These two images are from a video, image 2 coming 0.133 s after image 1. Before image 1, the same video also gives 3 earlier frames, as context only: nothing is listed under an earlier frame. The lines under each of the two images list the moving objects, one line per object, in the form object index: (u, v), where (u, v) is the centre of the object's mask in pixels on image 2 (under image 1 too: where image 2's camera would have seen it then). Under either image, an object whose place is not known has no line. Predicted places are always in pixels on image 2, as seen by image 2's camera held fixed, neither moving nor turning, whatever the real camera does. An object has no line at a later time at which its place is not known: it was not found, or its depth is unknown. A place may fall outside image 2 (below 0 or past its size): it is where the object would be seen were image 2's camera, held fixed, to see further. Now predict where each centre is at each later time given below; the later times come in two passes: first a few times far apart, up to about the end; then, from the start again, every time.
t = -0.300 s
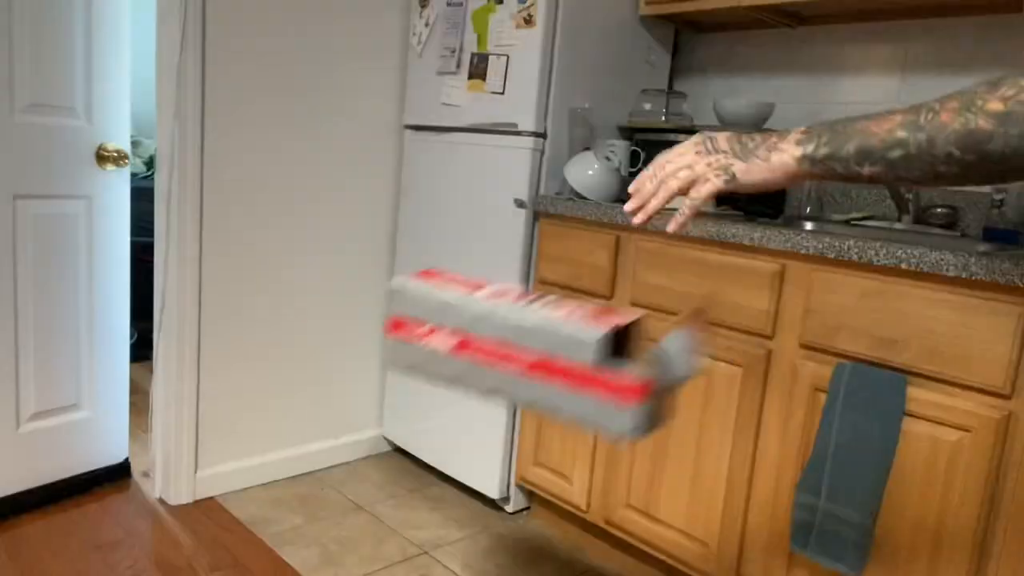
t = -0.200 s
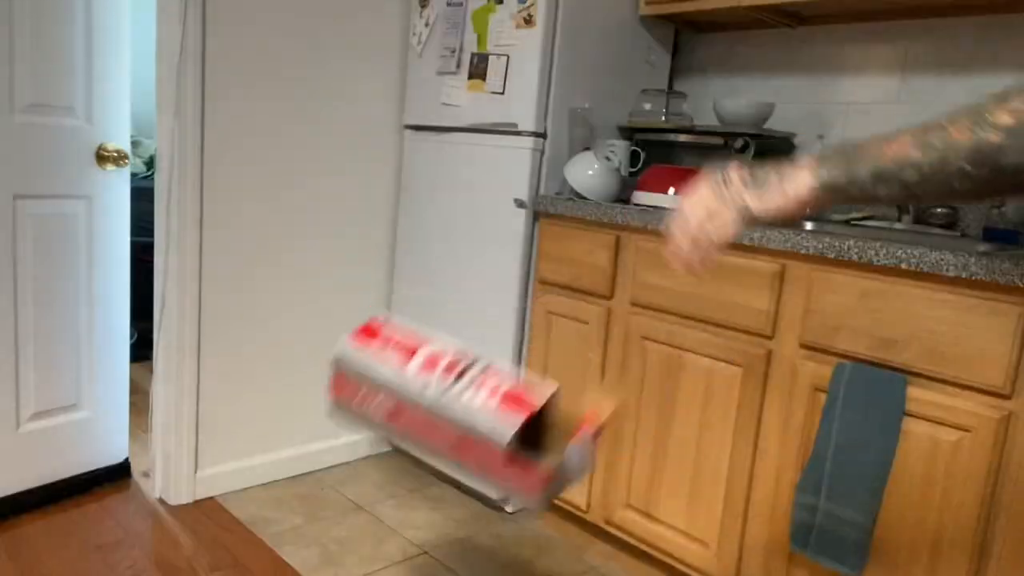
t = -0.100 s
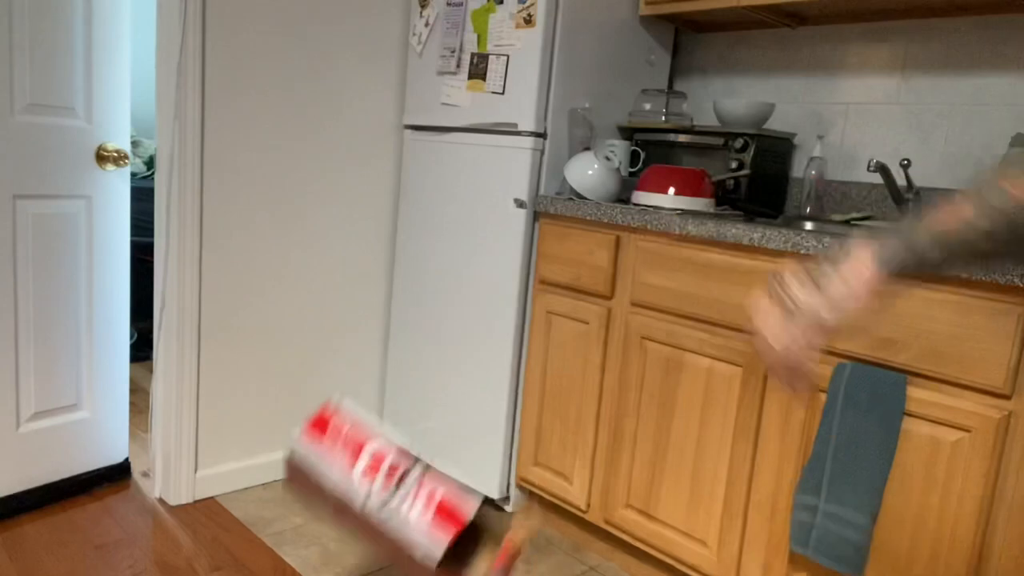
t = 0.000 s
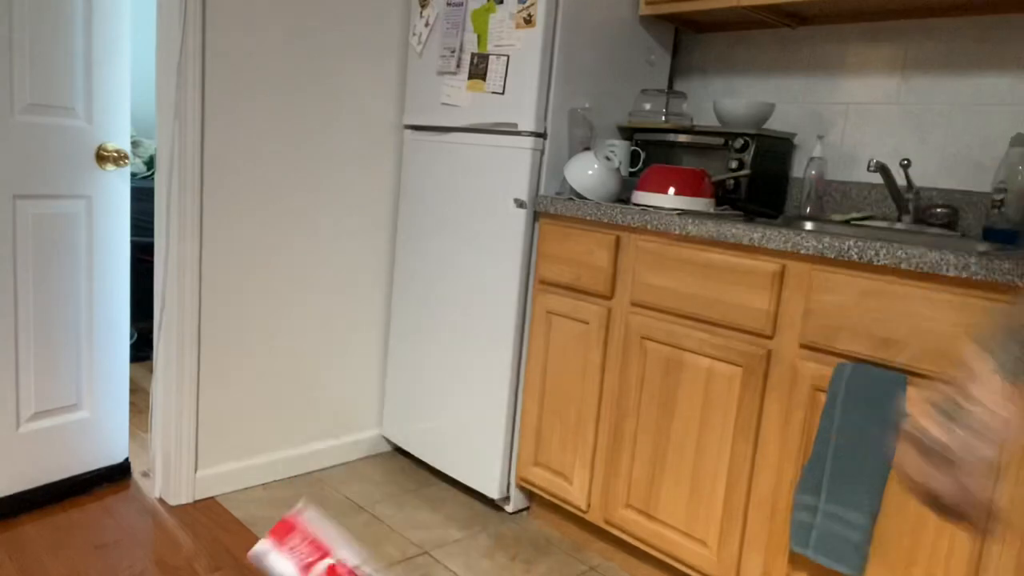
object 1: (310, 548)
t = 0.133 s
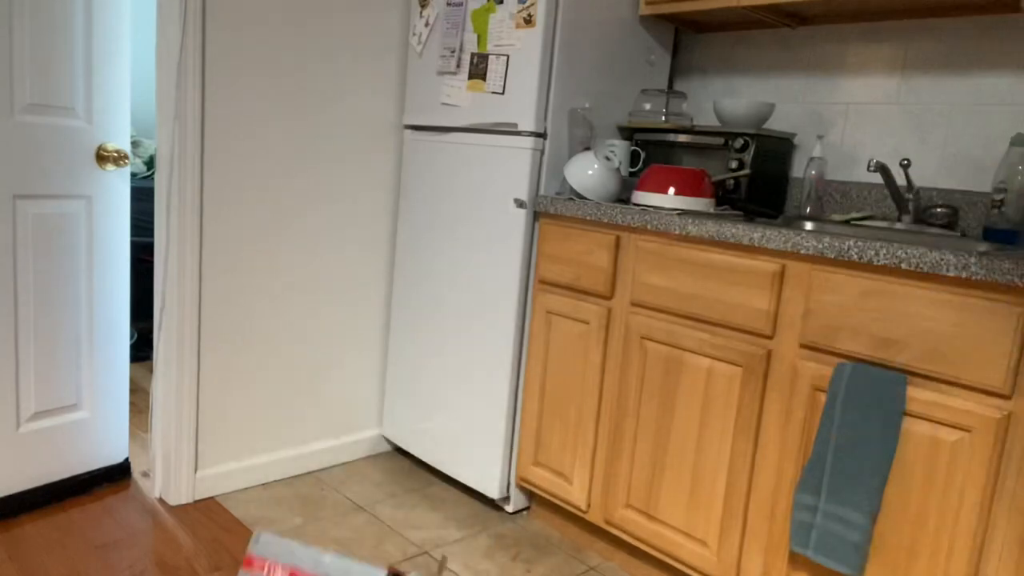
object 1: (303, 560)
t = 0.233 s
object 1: (331, 551)
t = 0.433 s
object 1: (350, 544)
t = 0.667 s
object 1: (355, 541)
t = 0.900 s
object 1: (353, 540)
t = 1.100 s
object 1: (354, 541)
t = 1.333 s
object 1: (353, 541)
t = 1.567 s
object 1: (353, 541)
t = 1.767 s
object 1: (353, 541)
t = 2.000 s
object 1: (354, 541)
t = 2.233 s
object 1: (353, 541)
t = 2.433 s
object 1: (353, 541)
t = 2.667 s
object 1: (353, 541)
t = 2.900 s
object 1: (353, 541)
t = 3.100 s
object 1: (353, 541)
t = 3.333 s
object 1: (353, 541)
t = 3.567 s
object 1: (353, 541)
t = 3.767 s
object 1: (353, 541)
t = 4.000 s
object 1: (353, 541)
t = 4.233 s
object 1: (353, 541)
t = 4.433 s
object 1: (353, 541)
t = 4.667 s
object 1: (353, 541)
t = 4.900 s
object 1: (353, 541)
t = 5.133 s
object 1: (353, 541)
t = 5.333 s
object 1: (354, 541)
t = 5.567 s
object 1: (353, 541)
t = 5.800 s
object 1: (354, 541)
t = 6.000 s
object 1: (354, 541)
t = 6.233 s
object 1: (354, 541)
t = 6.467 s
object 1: (354, 541)
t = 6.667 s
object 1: (353, 540)
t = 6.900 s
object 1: (354, 541)
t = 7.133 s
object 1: (354, 541)
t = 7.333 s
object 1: (354, 541)
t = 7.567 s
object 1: (354, 540)
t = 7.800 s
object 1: (354, 540)
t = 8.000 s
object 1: (354, 540)
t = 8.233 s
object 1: (354, 540)
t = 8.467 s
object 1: (354, 540)
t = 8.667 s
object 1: (354, 541)
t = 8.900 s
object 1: (354, 541)
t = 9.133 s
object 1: (354, 541)
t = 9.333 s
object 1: (354, 541)
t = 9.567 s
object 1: (354, 541)
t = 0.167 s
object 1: (311, 556)
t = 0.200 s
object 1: (314, 552)
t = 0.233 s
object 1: (331, 551)
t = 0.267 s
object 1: (331, 550)
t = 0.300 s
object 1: (335, 550)
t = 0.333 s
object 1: (340, 549)
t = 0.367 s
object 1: (344, 546)
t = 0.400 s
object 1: (348, 545)
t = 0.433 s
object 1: (350, 544)
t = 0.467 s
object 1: (352, 543)
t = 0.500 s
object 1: (351, 542)
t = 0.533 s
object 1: (352, 541)
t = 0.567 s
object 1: (353, 540)
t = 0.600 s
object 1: (353, 541)
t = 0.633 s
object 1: (354, 541)
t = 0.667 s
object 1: (355, 541)
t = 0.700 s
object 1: (356, 541)
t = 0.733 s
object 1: (355, 541)
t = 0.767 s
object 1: (355, 541)
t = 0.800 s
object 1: (355, 541)
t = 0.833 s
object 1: (354, 541)
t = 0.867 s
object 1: (353, 540)
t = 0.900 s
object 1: (353, 540)
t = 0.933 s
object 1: (353, 541)
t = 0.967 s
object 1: (354, 541)
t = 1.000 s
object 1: (353, 541)
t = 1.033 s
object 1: (354, 541)
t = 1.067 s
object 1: (354, 541)
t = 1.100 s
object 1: (354, 541)
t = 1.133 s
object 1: (354, 541)
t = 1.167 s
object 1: (353, 541)
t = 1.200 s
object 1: (353, 541)
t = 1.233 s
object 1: (353, 540)
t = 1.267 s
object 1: (353, 541)
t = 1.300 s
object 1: (353, 541)
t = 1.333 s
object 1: (353, 541)
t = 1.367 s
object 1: (354, 541)
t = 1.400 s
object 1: (354, 541)
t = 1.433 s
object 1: (354, 541)
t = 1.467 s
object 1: (353, 541)
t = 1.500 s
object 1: (354, 541)
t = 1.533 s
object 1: (353, 541)
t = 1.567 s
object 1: (353, 541)
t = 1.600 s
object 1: (353, 541)
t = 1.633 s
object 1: (354, 541)
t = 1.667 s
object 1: (354, 540)
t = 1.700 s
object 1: (354, 540)
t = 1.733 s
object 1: (353, 541)
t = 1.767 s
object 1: (353, 541)
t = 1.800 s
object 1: (353, 541)
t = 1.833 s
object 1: (354, 541)
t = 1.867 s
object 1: (354, 541)
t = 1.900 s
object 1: (353, 541)
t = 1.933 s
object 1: (353, 541)
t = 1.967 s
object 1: (354, 541)
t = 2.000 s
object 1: (354, 541)
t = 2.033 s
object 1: (353, 541)
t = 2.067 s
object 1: (353, 541)
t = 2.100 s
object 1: (353, 541)
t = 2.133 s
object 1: (354, 541)
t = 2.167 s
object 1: (353, 541)
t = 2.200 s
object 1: (354, 541)
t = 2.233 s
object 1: (353, 541)
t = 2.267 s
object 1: (353, 541)
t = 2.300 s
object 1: (353, 541)
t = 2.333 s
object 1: (353, 541)
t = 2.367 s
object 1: (353, 541)
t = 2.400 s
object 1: (353, 541)
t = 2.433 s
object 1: (353, 541)
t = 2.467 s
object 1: (353, 541)
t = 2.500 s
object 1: (353, 541)
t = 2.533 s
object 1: (353, 541)
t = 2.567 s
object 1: (353, 541)
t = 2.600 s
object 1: (353, 541)
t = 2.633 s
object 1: (353, 541)
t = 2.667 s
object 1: (353, 541)
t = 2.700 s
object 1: (353, 541)
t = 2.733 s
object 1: (353, 541)
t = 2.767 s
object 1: (353, 541)
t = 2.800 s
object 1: (353, 541)
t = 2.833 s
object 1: (353, 541)
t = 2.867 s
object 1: (353, 541)
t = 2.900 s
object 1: (353, 541)
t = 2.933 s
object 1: (353, 541)
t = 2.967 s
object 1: (353, 541)
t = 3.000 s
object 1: (353, 541)
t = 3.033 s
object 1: (353, 541)
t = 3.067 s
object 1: (353, 541)
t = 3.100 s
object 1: (353, 541)
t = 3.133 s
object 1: (353, 541)
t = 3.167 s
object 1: (353, 541)
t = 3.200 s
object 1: (353, 541)
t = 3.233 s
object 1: (353, 541)
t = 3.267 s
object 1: (353, 541)
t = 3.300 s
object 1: (353, 541)
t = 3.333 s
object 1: (353, 541)
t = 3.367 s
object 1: (353, 541)
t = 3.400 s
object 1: (353, 541)
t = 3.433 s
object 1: (353, 541)
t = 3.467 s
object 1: (353, 541)
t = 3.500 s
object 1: (353, 541)
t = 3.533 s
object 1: (353, 541)
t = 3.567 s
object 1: (353, 541)
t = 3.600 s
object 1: (353, 541)
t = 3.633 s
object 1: (353, 541)
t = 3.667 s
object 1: (353, 541)
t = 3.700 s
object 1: (353, 541)
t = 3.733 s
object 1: (353, 541)
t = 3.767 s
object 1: (353, 541)
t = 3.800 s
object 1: (353, 541)
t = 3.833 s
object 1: (353, 541)
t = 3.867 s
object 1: (353, 541)
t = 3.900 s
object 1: (353, 541)
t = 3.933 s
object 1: (353, 541)
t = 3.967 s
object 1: (353, 541)
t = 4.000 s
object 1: (353, 541)
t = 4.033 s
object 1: (353, 541)
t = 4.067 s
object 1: (353, 541)
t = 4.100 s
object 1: (353, 541)
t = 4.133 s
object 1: (353, 541)
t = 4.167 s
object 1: (354, 541)
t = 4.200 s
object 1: (353, 541)
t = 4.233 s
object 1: (353, 541)
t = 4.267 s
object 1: (354, 541)
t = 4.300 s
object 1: (353, 541)
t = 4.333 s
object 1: (353, 541)
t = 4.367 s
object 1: (353, 541)
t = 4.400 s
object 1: (353, 541)
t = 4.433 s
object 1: (353, 541)
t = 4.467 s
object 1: (354, 541)
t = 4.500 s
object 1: (353, 541)
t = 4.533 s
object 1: (353, 541)
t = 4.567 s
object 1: (353, 541)
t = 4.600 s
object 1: (353, 541)
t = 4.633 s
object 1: (353, 541)
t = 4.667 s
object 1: (353, 541)
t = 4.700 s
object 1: (353, 541)
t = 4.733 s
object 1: (353, 541)
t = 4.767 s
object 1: (353, 541)
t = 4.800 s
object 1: (354, 541)
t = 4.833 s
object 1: (354, 541)
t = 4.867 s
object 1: (353, 541)
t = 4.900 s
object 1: (353, 541)
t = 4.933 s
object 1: (354, 541)
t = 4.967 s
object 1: (353, 541)
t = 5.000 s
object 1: (353, 540)
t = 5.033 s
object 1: (353, 540)
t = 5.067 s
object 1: (353, 541)
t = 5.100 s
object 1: (353, 541)
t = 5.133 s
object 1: (353, 541)
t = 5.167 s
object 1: (353, 541)
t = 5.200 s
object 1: (354, 541)
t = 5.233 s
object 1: (354, 541)
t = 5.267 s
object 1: (354, 541)
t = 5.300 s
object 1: (354, 541)
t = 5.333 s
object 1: (354, 541)
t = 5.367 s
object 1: (354, 541)
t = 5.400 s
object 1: (354, 541)
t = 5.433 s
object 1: (354, 541)
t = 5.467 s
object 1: (354, 541)
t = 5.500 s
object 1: (353, 541)
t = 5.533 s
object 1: (353, 541)
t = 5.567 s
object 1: (353, 541)
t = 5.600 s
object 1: (353, 541)
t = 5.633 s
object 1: (353, 541)
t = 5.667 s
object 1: (353, 541)
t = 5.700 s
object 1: (353, 541)
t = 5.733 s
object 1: (353, 541)
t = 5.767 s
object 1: (353, 541)
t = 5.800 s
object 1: (354, 541)
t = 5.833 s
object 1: (353, 541)
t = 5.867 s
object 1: (353, 541)
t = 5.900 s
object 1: (354, 541)
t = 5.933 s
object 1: (354, 541)
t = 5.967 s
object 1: (354, 541)
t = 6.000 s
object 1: (354, 541)
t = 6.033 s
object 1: (354, 541)
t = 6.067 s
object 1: (354, 541)
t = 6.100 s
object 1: (354, 541)
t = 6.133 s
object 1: (354, 541)
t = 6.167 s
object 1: (354, 541)
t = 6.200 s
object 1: (354, 541)
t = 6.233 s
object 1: (354, 541)
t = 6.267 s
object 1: (354, 541)
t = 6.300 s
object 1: (354, 541)
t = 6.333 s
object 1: (354, 541)
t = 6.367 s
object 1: (354, 541)
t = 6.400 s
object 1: (354, 541)
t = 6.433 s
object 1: (354, 541)
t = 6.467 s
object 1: (354, 541)
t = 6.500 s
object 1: (354, 541)
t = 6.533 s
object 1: (354, 541)
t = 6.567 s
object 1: (354, 541)
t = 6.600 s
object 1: (354, 540)
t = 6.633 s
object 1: (354, 540)
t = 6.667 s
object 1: (353, 540)
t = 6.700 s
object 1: (354, 540)
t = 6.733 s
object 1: (354, 540)
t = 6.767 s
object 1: (354, 541)
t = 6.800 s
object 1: (354, 541)
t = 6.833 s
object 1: (354, 540)
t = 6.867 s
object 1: (354, 540)
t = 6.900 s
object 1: (354, 541)
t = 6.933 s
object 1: (353, 540)
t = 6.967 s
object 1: (353, 541)
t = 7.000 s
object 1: (353, 541)
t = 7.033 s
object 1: (353, 541)
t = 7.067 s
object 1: (354, 541)
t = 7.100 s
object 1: (353, 541)
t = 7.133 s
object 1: (354, 541)
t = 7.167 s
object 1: (353, 541)
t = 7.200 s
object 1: (354, 541)
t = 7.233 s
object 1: (353, 541)
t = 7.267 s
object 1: (353, 541)
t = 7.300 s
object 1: (354, 541)
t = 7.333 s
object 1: (354, 541)
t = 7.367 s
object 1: (354, 541)
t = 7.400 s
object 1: (353, 540)
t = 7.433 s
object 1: (354, 540)
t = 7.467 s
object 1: (353, 540)
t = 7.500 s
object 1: (354, 540)
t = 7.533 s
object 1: (353, 540)
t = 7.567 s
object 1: (354, 540)
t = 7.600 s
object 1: (354, 541)
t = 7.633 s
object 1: (354, 541)
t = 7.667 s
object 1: (354, 541)
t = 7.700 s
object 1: (354, 541)
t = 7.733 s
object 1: (354, 540)
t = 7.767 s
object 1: (354, 540)
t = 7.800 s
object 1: (354, 540)
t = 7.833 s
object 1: (354, 540)
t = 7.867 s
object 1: (354, 541)
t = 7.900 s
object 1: (354, 540)
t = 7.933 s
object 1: (354, 540)
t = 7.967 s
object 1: (354, 540)
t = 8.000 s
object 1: (354, 540)
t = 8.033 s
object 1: (354, 540)
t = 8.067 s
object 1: (354, 540)
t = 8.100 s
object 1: (354, 540)
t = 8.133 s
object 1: (354, 540)
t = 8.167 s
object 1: (354, 540)
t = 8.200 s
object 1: (354, 540)
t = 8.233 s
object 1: (354, 540)
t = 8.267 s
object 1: (354, 540)
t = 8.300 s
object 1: (354, 540)
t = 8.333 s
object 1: (354, 540)
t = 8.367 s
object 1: (354, 540)
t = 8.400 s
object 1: (354, 540)
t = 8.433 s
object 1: (354, 540)
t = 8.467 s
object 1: (354, 540)
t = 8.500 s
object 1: (354, 541)
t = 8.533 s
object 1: (354, 540)
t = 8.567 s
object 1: (354, 541)
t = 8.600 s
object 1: (354, 541)
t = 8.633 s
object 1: (354, 541)
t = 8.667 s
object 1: (354, 541)
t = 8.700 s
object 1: (354, 541)
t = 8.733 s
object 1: (354, 541)
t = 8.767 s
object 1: (354, 540)
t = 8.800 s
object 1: (354, 540)
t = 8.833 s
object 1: (354, 541)
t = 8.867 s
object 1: (354, 541)
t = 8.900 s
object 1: (354, 541)
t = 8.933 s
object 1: (354, 541)
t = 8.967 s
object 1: (354, 541)
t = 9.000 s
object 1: (354, 541)
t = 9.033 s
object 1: (354, 541)
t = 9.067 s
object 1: (354, 541)
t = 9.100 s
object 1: (354, 541)
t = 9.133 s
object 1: (354, 541)
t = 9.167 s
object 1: (354, 541)
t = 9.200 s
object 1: (354, 541)
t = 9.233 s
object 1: (354, 541)
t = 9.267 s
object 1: (354, 541)
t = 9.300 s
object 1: (354, 541)
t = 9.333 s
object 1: (354, 541)
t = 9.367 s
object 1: (354, 541)
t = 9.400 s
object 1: (354, 541)
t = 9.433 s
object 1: (354, 541)
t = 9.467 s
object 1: (354, 541)
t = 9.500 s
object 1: (354, 541)
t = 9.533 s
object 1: (354, 541)
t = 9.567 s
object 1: (354, 541)
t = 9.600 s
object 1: (354, 541)
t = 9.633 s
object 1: (354, 541)
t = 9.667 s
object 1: (354, 541)
